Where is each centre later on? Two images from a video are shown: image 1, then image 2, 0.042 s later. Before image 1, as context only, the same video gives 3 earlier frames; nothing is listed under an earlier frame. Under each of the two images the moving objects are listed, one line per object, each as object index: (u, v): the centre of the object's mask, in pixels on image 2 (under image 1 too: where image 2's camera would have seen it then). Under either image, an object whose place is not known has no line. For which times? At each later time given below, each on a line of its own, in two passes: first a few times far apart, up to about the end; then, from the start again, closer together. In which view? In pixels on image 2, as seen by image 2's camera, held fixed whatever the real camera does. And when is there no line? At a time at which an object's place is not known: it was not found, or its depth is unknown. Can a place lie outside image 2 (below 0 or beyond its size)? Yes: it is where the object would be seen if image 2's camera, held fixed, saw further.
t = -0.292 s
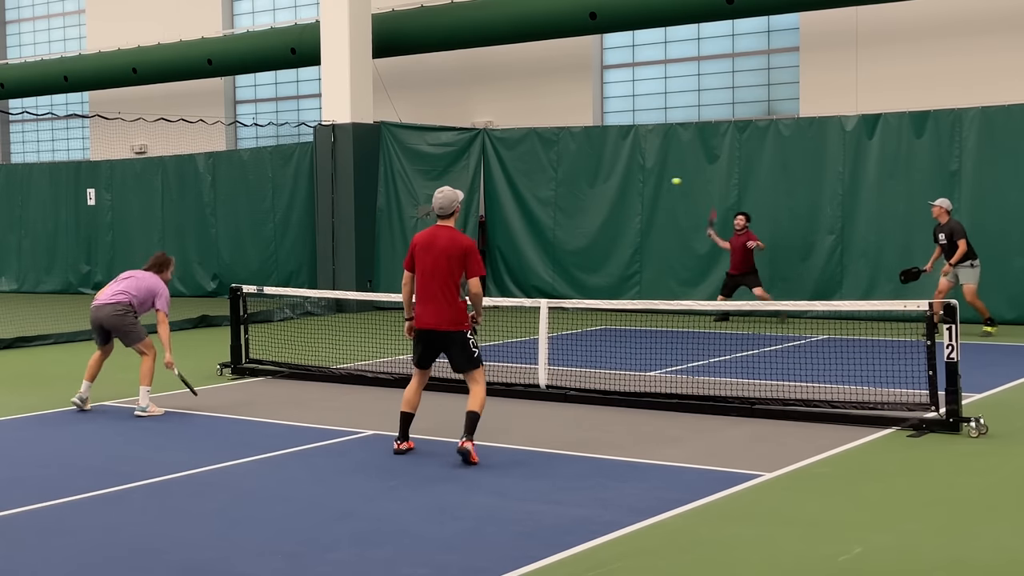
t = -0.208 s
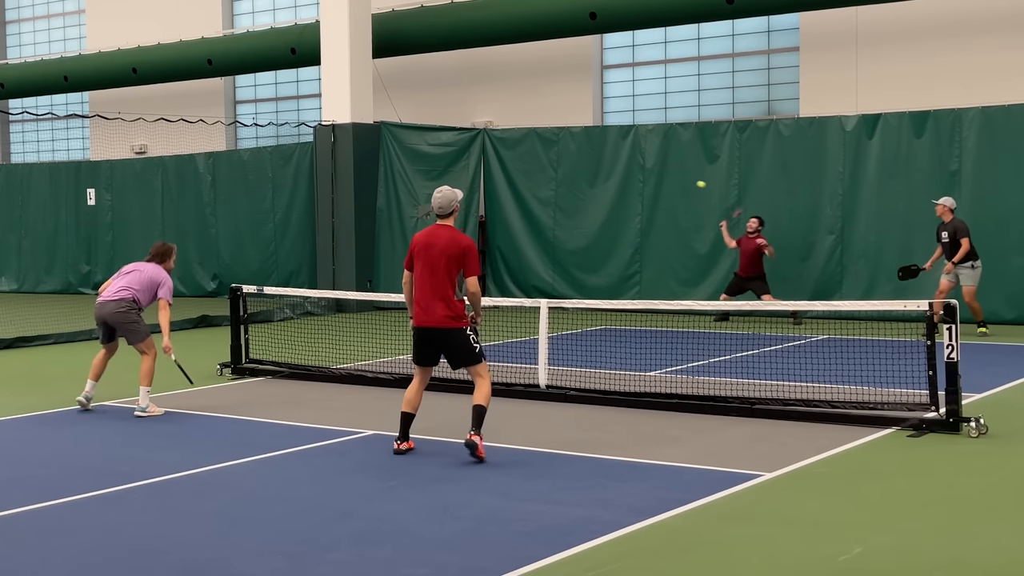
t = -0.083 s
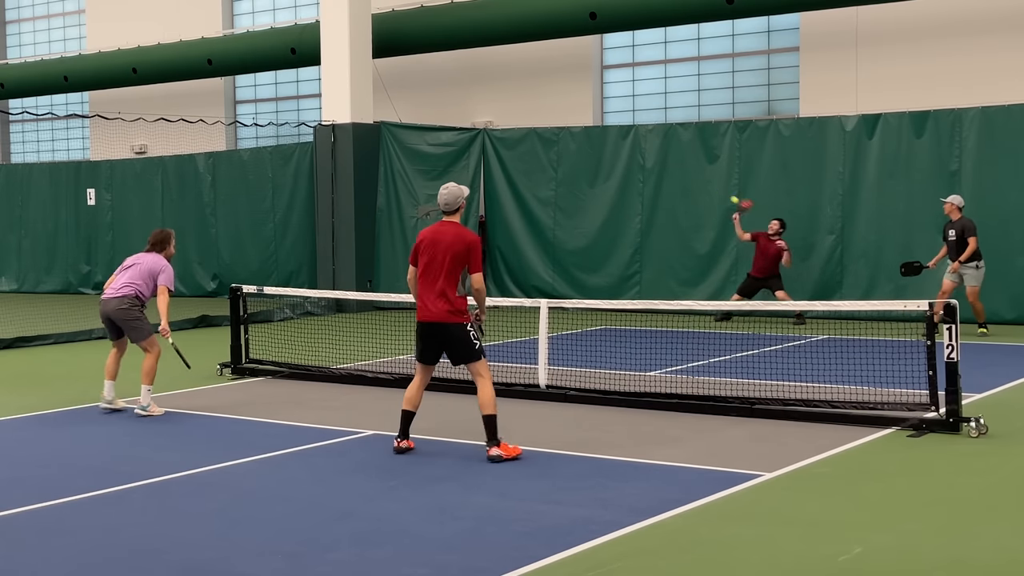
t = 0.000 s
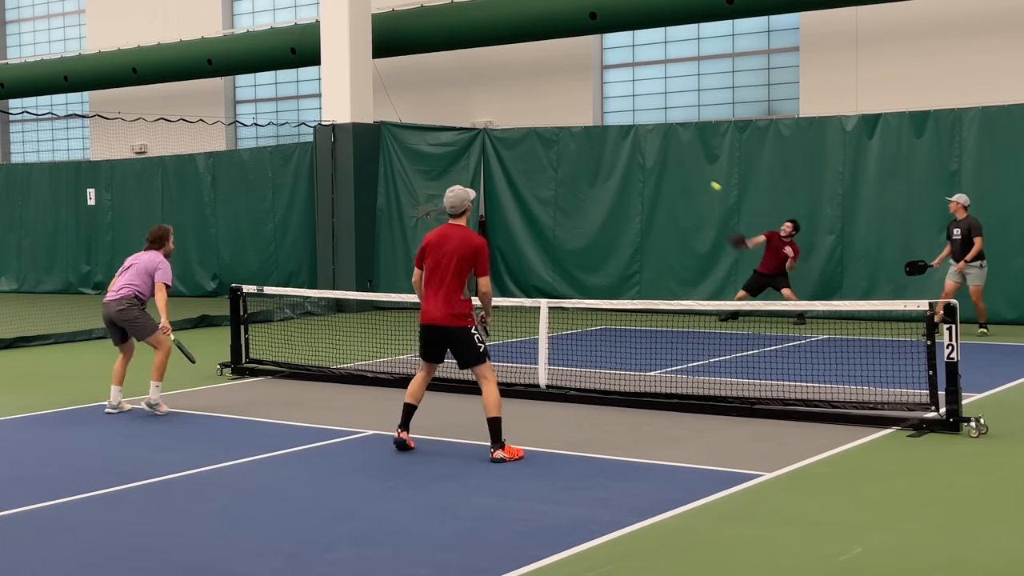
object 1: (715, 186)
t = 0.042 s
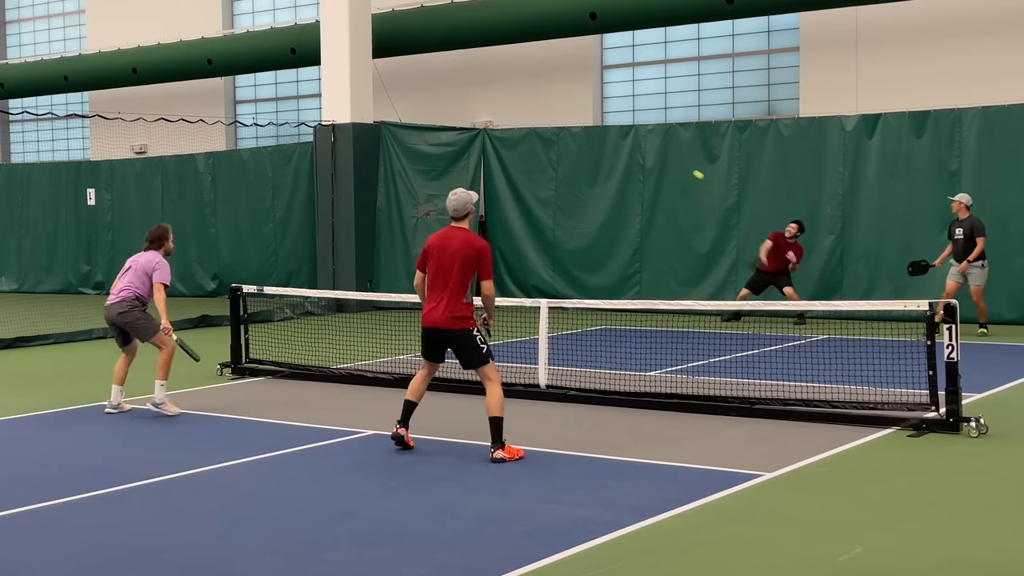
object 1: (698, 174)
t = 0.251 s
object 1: (603, 127)
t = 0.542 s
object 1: (440, 99)
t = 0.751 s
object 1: (292, 124)
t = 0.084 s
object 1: (680, 163)
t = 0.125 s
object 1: (661, 153)
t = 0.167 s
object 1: (643, 144)
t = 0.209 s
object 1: (623, 135)
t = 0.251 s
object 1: (603, 127)
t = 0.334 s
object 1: (560, 113)
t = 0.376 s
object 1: (538, 109)
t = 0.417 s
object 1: (515, 104)
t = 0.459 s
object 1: (491, 101)
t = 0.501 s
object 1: (466, 100)
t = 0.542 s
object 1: (440, 99)
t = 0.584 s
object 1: (412, 101)
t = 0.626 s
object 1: (385, 104)
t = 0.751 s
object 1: (292, 124)
